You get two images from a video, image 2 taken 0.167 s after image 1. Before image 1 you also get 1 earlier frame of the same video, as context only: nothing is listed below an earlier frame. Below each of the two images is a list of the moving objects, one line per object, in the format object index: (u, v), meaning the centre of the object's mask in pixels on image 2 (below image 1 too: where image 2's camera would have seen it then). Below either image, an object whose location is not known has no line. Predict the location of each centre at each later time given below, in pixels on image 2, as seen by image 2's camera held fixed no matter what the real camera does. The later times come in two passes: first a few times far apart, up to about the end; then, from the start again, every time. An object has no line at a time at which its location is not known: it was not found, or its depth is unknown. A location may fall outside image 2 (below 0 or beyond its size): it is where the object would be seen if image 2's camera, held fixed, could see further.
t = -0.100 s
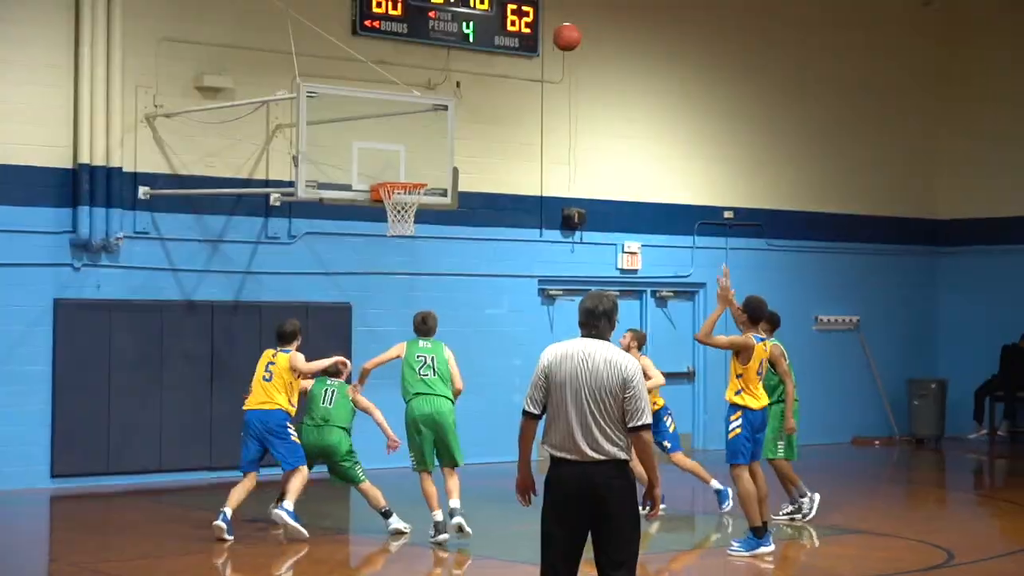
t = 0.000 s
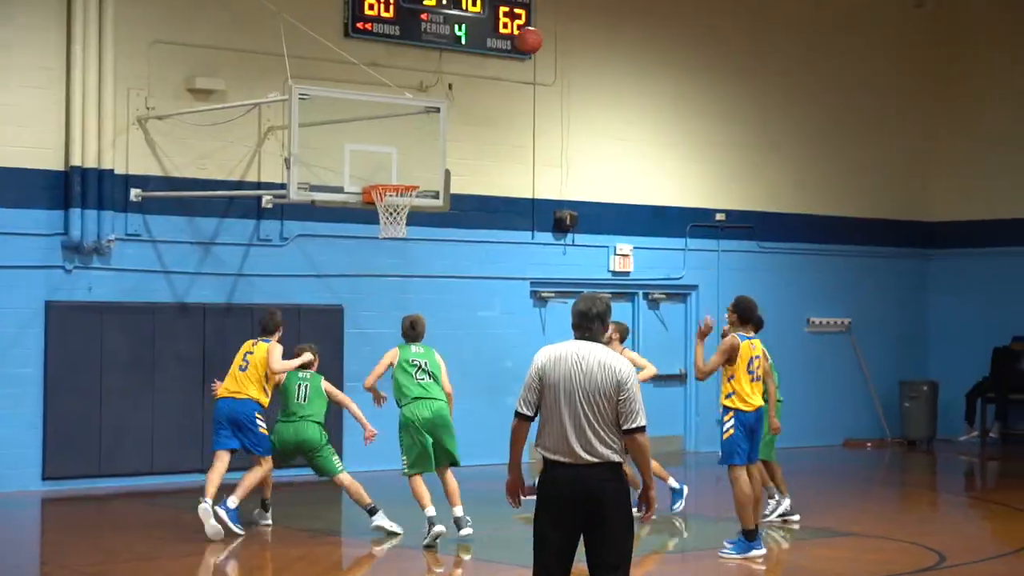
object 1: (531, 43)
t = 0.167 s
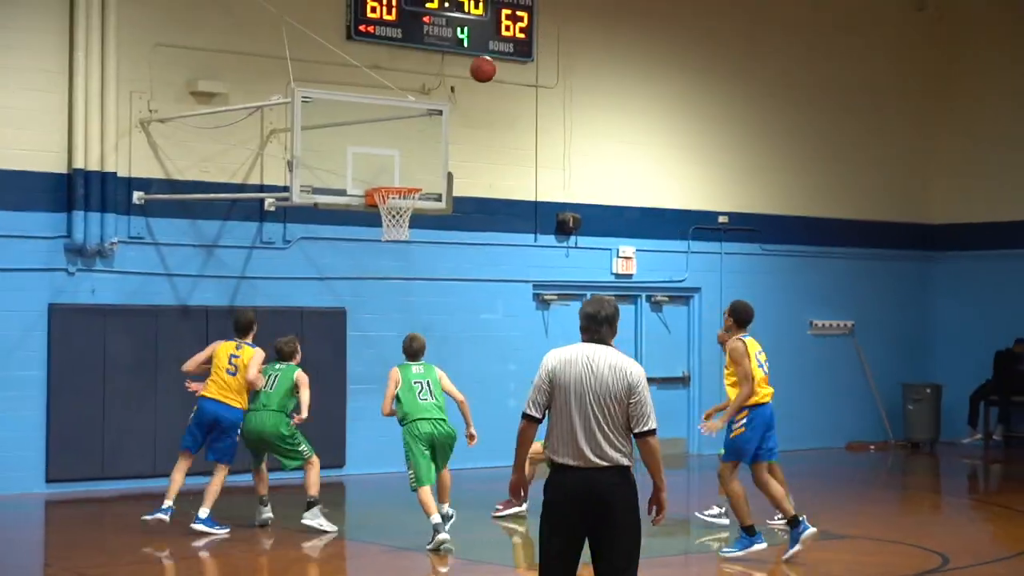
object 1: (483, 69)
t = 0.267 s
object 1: (455, 98)
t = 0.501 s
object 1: (394, 178)
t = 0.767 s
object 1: (345, 135)
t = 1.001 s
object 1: (308, 146)
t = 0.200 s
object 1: (473, 77)
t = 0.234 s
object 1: (464, 87)
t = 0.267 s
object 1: (455, 98)
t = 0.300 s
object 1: (447, 109)
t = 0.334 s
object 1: (438, 122)
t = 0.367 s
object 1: (429, 135)
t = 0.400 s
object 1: (421, 150)
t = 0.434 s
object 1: (412, 165)
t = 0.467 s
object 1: (404, 179)
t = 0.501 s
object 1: (394, 178)
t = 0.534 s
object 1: (383, 177)
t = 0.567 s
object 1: (376, 171)
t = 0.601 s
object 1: (371, 163)
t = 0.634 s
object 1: (366, 155)
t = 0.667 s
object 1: (361, 148)
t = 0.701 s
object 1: (356, 143)
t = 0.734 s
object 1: (351, 138)
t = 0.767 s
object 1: (345, 135)
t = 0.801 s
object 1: (340, 133)
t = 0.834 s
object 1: (335, 132)
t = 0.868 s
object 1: (329, 133)
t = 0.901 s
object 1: (324, 134)
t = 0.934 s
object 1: (319, 137)
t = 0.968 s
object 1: (313, 140)
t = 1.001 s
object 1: (308, 146)
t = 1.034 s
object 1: (302, 152)
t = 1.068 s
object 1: (296, 160)
